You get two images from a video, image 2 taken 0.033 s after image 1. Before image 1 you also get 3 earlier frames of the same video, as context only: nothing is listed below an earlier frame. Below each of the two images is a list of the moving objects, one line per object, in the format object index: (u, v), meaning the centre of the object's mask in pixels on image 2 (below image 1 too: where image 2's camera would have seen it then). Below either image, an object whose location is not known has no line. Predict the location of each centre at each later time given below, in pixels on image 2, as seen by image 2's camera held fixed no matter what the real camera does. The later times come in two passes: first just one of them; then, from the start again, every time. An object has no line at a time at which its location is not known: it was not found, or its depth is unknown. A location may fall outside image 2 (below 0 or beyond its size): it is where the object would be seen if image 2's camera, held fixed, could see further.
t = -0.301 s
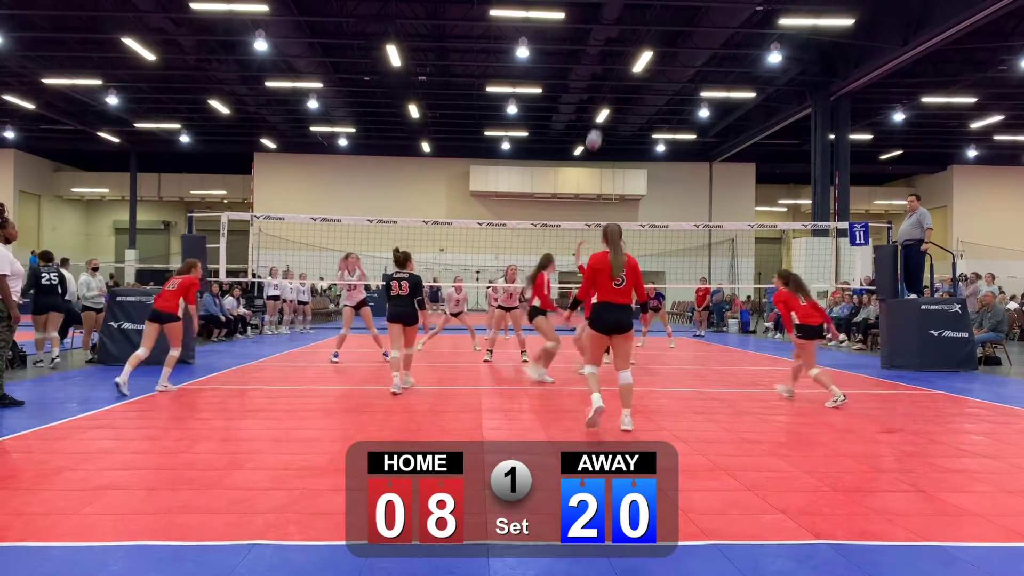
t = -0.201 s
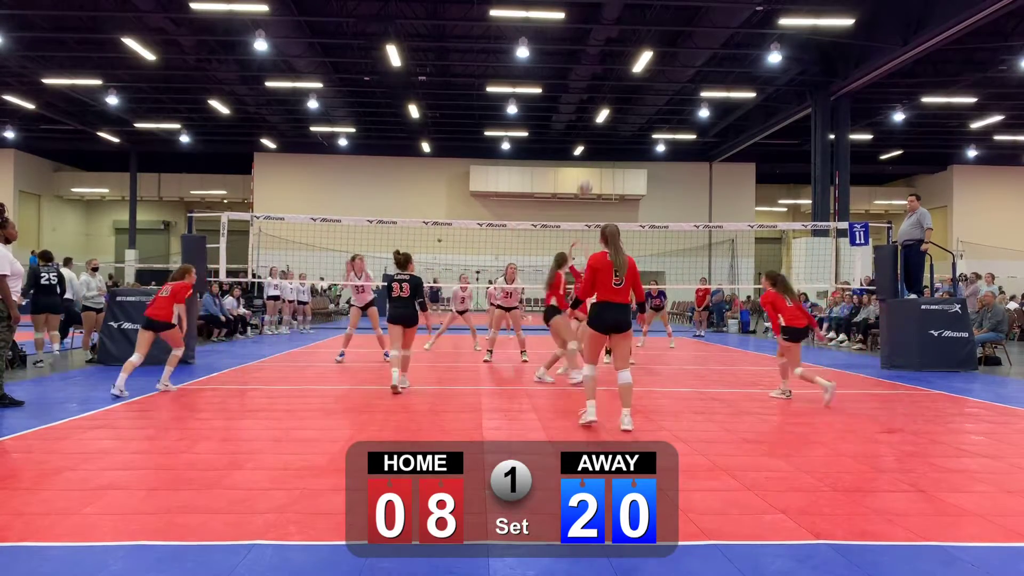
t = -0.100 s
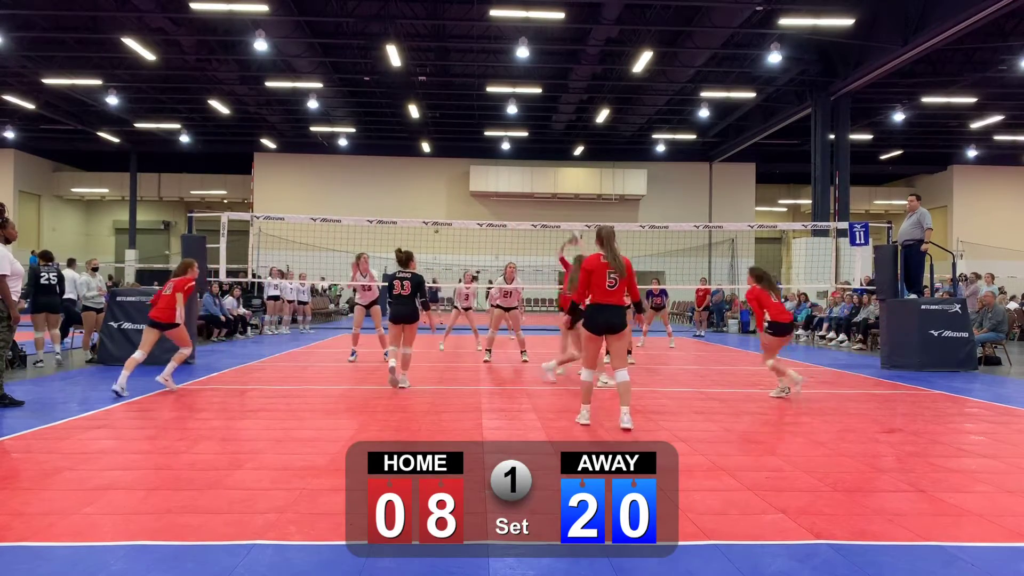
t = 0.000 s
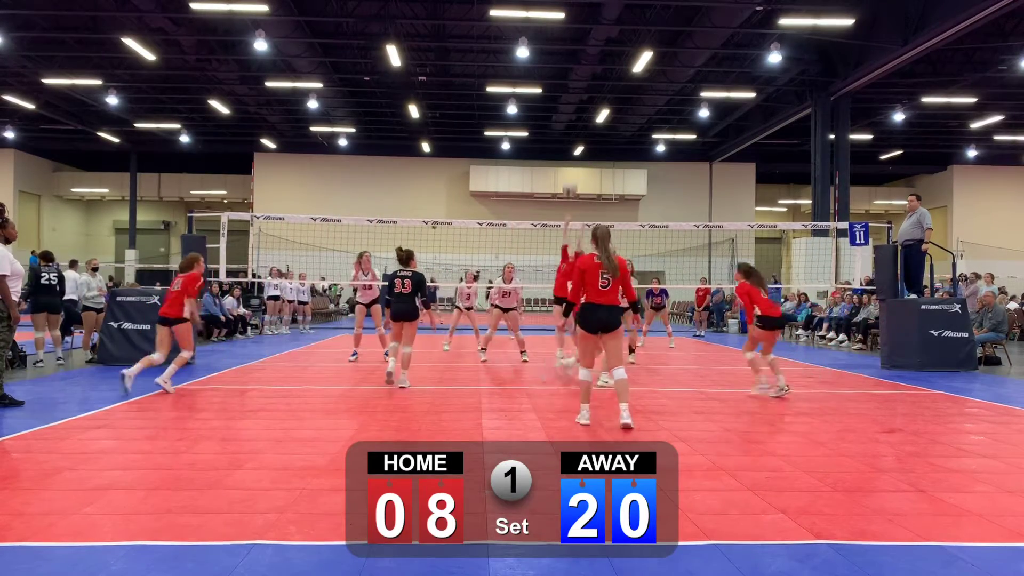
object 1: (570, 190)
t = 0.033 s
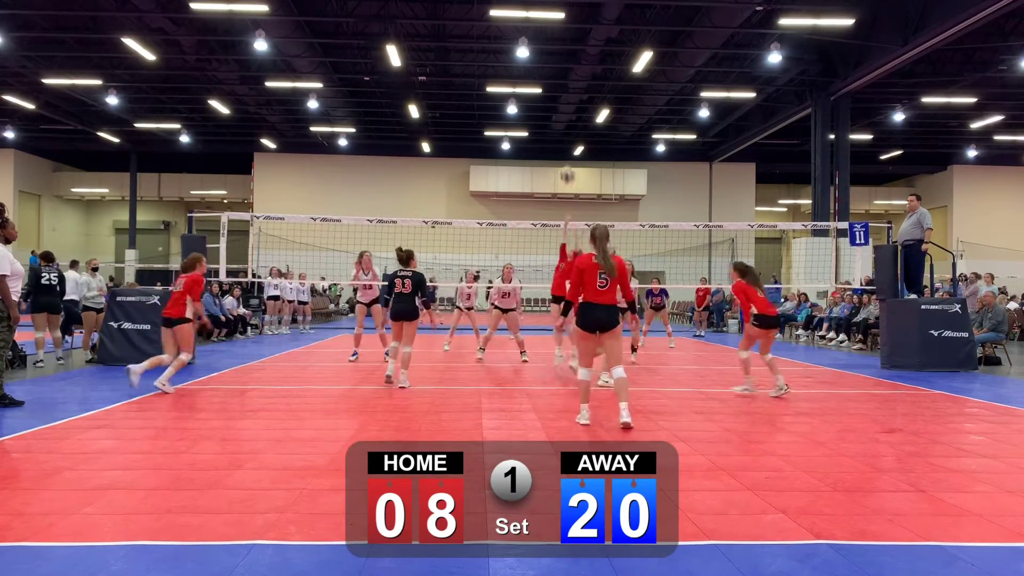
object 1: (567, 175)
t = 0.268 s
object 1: (553, 90)
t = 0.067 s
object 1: (565, 159)
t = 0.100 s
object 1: (563, 146)
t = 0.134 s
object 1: (561, 134)
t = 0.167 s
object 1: (559, 122)
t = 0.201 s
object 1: (558, 110)
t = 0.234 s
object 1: (556, 100)
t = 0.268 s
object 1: (553, 90)
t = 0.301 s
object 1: (551, 81)
